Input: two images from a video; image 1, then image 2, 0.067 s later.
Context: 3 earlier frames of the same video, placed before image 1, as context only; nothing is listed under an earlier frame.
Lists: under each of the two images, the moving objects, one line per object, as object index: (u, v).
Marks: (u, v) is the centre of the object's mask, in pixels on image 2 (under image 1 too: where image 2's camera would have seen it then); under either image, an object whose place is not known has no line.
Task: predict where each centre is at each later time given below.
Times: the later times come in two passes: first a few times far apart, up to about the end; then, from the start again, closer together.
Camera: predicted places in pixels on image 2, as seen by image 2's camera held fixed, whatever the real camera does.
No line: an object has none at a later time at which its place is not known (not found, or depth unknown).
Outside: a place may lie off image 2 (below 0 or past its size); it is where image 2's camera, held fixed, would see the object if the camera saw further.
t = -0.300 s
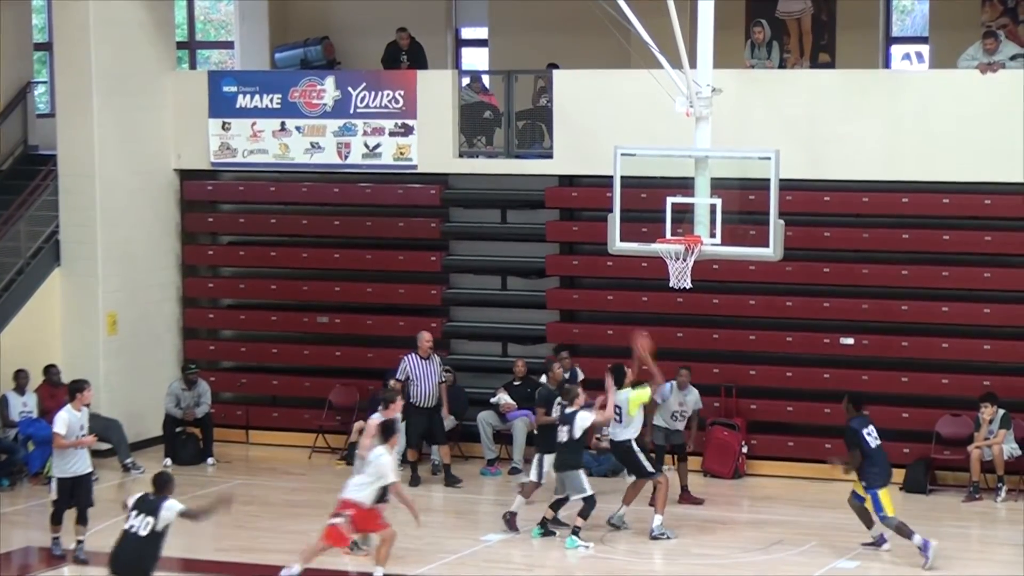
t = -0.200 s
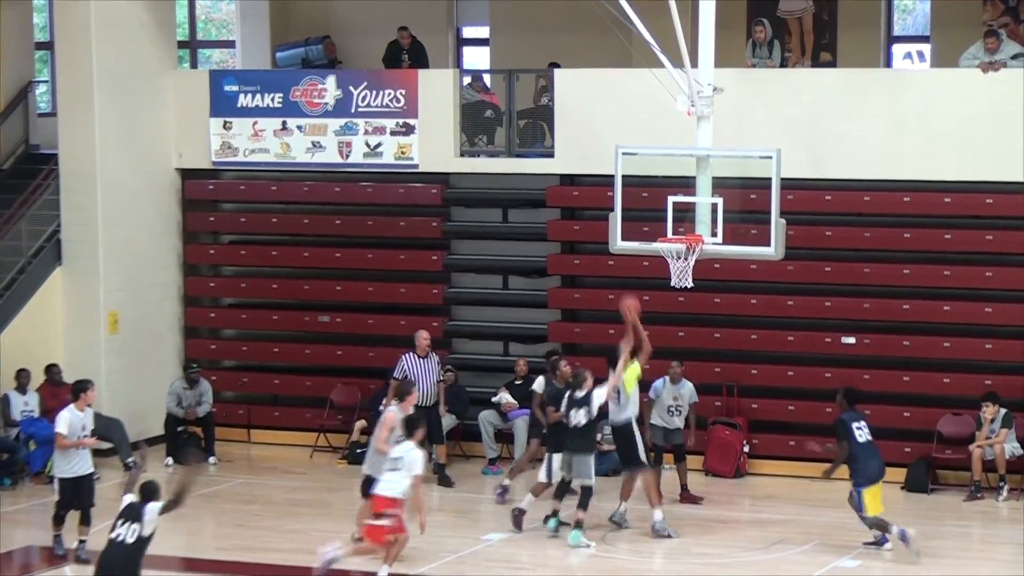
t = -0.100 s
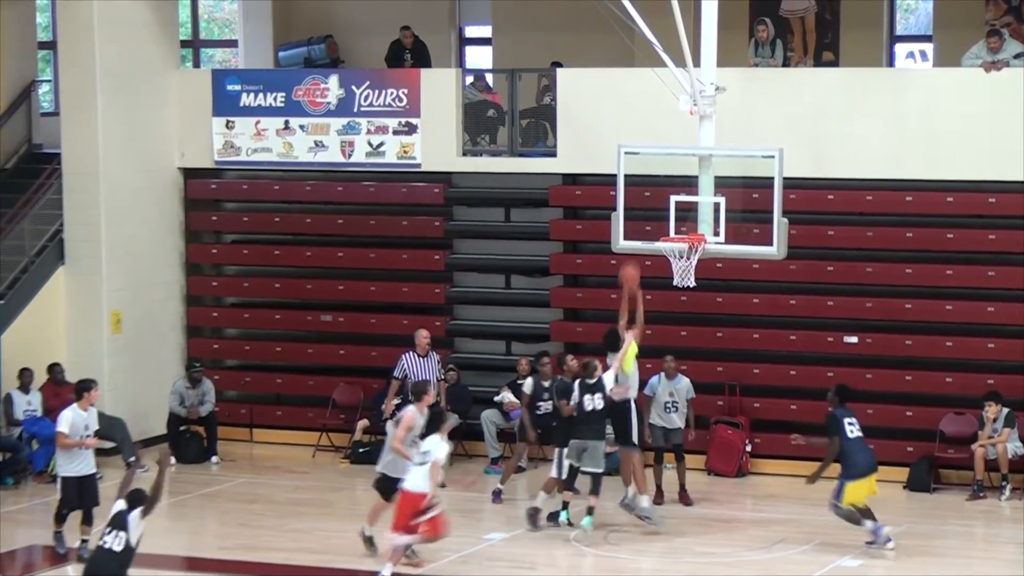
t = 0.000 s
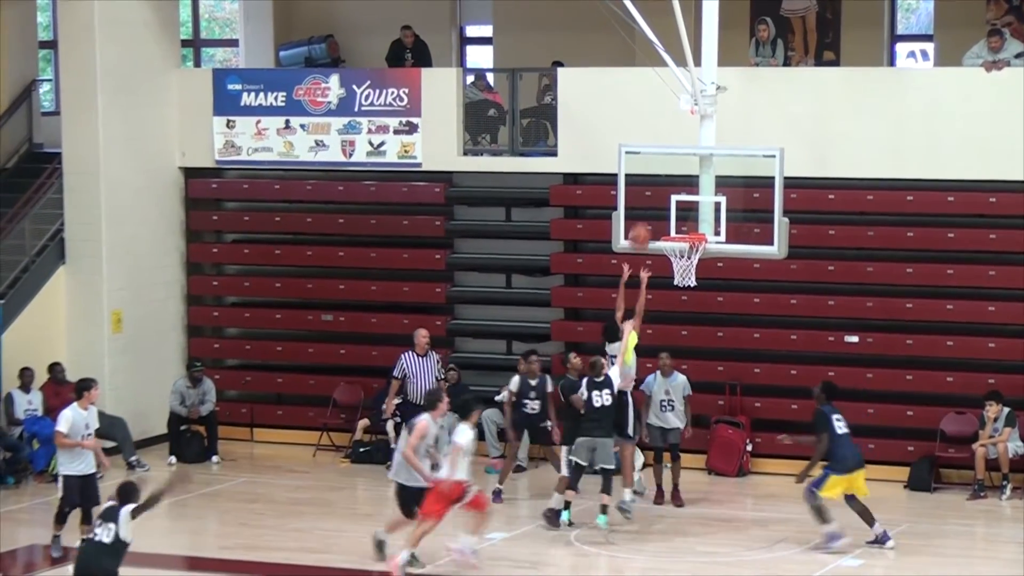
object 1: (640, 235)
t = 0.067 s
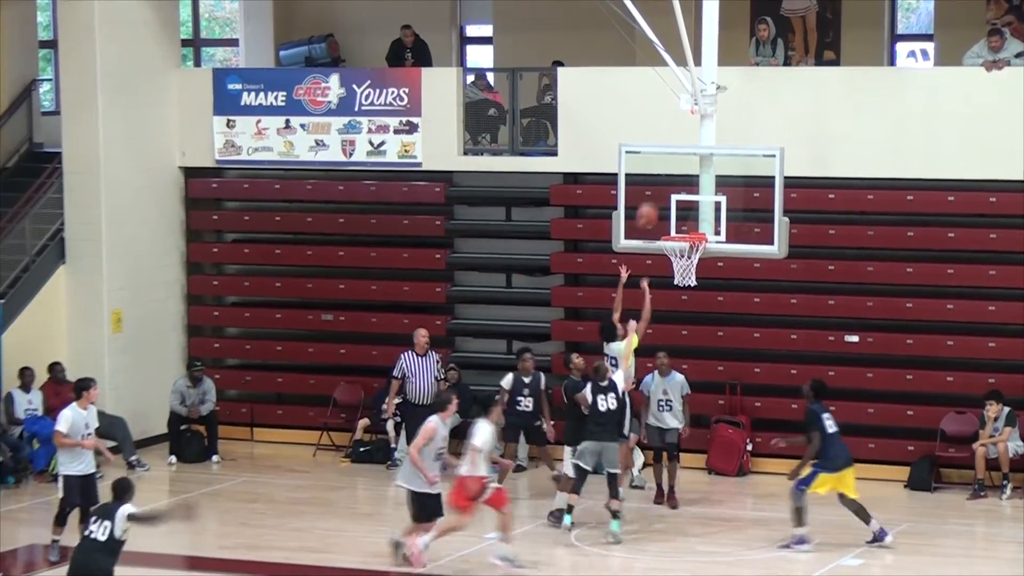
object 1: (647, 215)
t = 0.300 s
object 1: (664, 191)
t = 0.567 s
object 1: (675, 233)
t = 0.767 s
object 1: (686, 296)
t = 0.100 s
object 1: (650, 206)
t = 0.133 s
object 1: (654, 198)
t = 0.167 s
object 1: (658, 192)
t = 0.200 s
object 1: (660, 190)
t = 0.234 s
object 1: (661, 189)
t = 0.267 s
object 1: (662, 189)
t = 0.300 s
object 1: (664, 191)
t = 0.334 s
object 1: (665, 193)
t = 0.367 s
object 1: (666, 196)
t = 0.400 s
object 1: (668, 200)
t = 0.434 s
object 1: (670, 206)
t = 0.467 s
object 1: (671, 213)
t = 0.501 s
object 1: (673, 221)
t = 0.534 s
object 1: (674, 229)
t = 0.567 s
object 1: (675, 233)
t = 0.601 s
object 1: (671, 254)
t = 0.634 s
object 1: (680, 257)
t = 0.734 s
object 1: (685, 287)
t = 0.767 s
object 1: (686, 296)
